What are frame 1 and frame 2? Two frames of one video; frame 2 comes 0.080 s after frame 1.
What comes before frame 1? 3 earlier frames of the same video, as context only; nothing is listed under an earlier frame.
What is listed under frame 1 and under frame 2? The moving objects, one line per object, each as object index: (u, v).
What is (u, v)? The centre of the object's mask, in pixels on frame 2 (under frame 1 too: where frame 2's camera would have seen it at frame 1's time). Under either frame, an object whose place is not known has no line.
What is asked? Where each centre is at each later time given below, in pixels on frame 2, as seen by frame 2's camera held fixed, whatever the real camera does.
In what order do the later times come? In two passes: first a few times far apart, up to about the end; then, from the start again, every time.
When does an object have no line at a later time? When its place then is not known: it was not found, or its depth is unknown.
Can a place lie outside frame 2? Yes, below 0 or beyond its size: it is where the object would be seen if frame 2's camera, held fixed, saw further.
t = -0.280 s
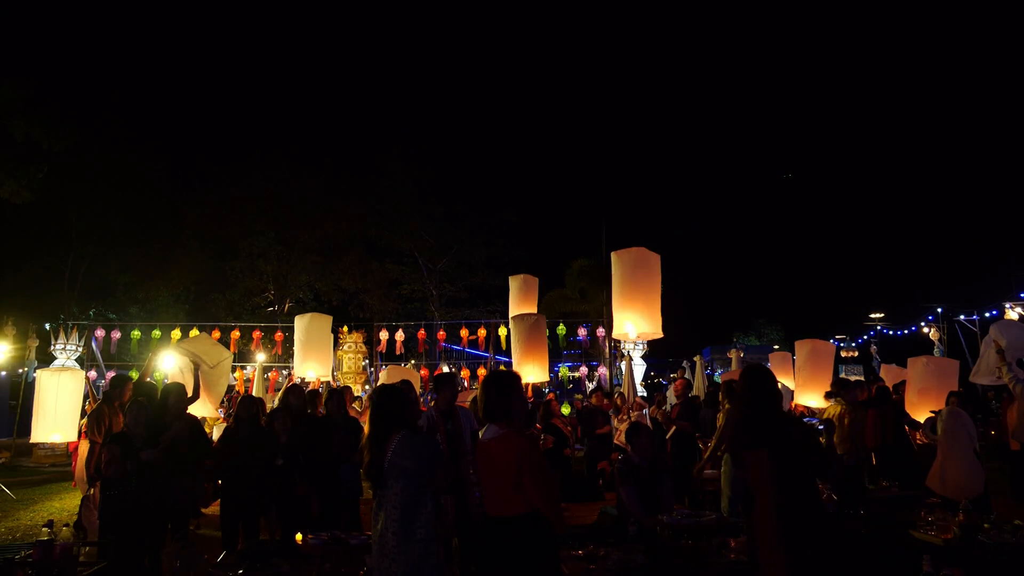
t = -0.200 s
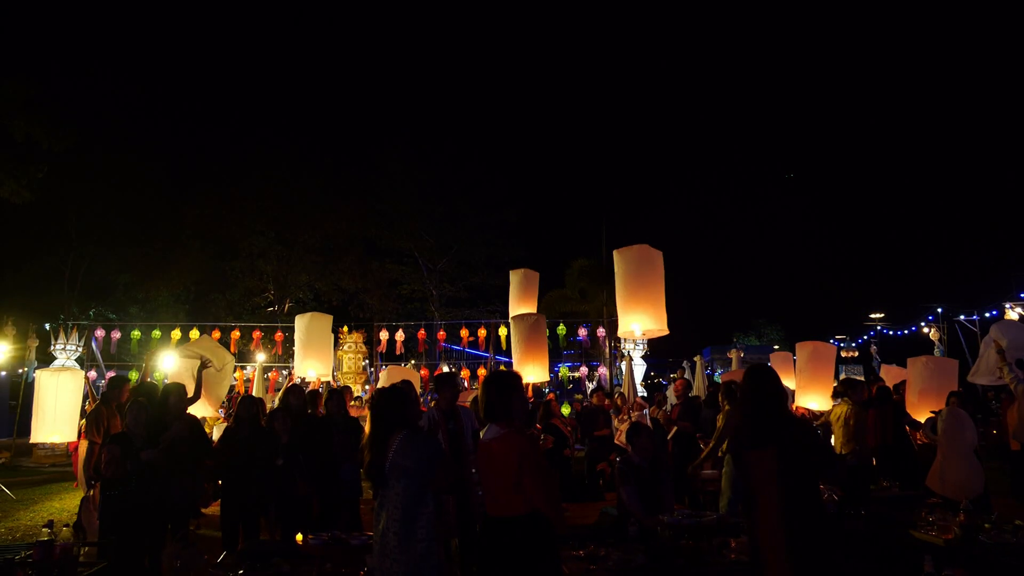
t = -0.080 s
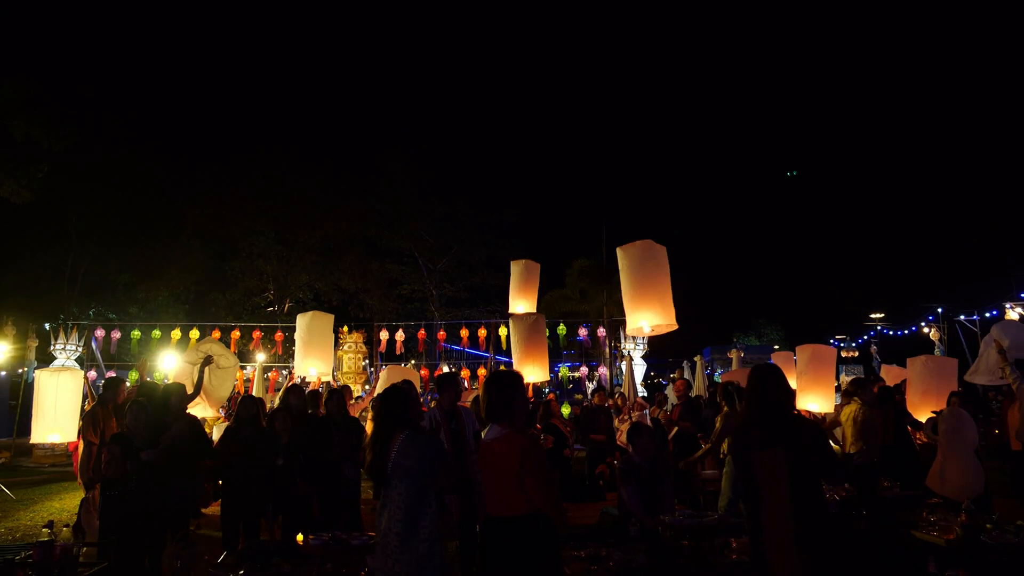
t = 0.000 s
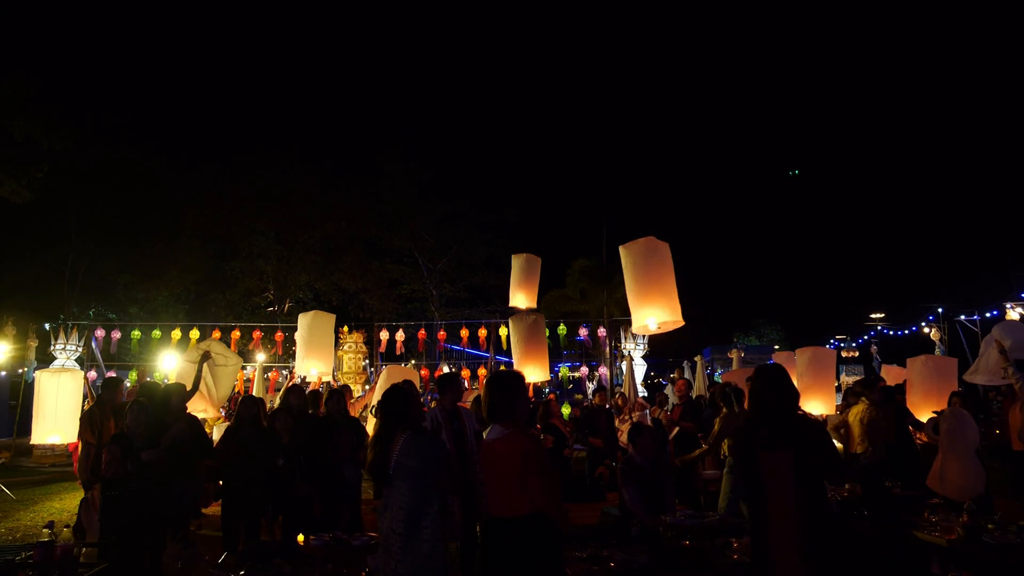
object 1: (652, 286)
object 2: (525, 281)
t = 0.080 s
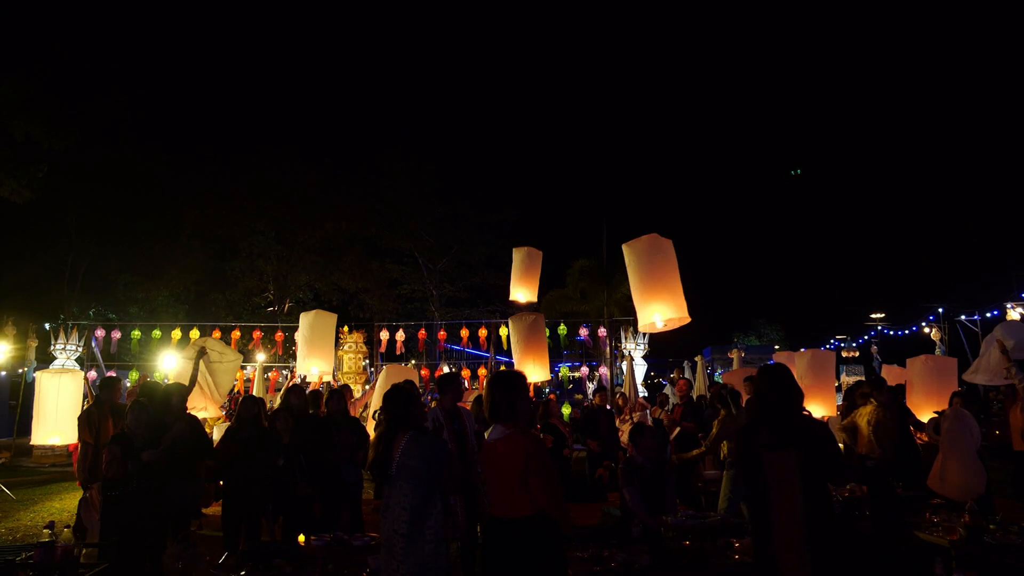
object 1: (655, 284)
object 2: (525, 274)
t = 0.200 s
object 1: (661, 280)
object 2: (526, 265)
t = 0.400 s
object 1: (671, 274)
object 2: (527, 247)
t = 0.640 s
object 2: (530, 225)
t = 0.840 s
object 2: (532, 205)
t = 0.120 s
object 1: (657, 283)
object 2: (526, 271)
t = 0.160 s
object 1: (659, 281)
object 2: (526, 268)
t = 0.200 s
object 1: (661, 280)
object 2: (526, 265)
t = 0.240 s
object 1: (663, 279)
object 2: (526, 261)
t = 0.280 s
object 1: (665, 278)
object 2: (526, 258)
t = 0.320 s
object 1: (667, 276)
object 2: (527, 254)
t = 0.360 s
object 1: (669, 275)
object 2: (527, 251)
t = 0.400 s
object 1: (671, 274)
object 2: (527, 247)
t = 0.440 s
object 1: (673, 272)
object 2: (528, 243)
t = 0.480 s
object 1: (675, 271)
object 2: (528, 240)
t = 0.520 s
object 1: (677, 269)
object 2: (528, 236)
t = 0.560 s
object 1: (680, 268)
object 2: (529, 232)
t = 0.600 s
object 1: (682, 267)
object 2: (529, 228)
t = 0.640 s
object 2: (530, 225)
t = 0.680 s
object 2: (530, 221)
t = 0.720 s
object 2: (531, 217)
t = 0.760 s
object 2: (531, 213)
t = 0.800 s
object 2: (532, 209)
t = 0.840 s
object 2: (532, 205)
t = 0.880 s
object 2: (533, 201)
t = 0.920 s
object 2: (533, 196)
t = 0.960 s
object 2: (534, 192)
